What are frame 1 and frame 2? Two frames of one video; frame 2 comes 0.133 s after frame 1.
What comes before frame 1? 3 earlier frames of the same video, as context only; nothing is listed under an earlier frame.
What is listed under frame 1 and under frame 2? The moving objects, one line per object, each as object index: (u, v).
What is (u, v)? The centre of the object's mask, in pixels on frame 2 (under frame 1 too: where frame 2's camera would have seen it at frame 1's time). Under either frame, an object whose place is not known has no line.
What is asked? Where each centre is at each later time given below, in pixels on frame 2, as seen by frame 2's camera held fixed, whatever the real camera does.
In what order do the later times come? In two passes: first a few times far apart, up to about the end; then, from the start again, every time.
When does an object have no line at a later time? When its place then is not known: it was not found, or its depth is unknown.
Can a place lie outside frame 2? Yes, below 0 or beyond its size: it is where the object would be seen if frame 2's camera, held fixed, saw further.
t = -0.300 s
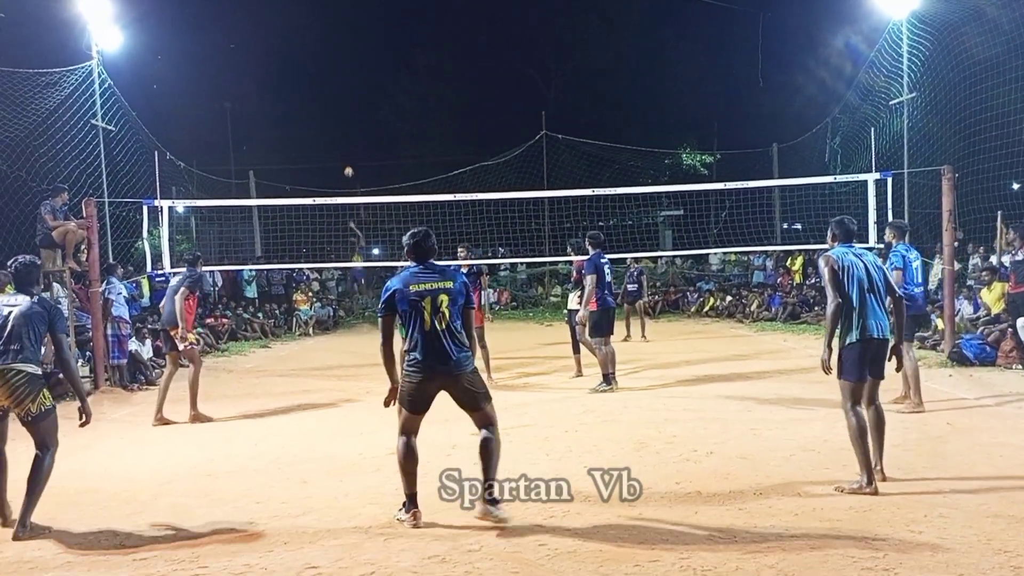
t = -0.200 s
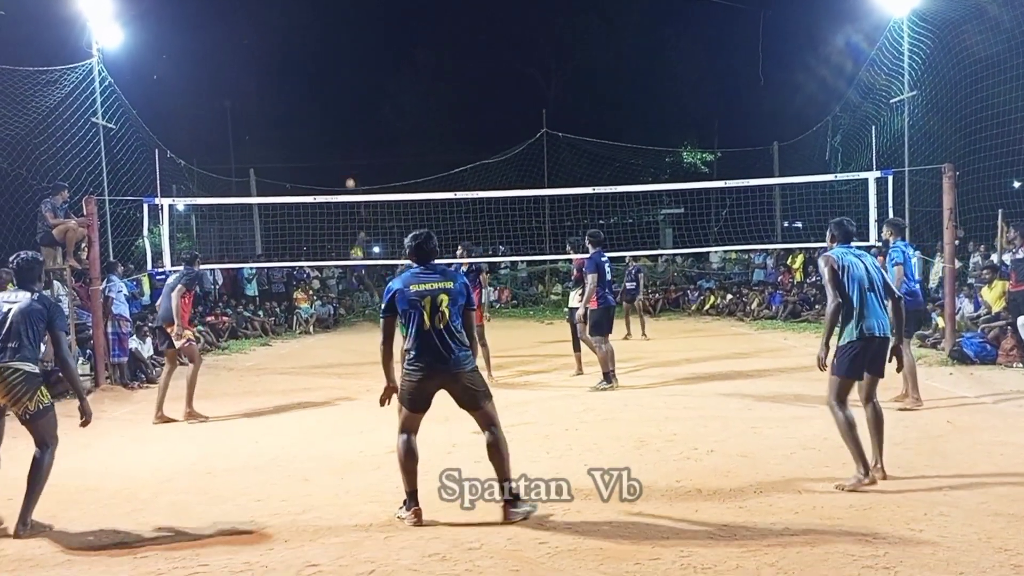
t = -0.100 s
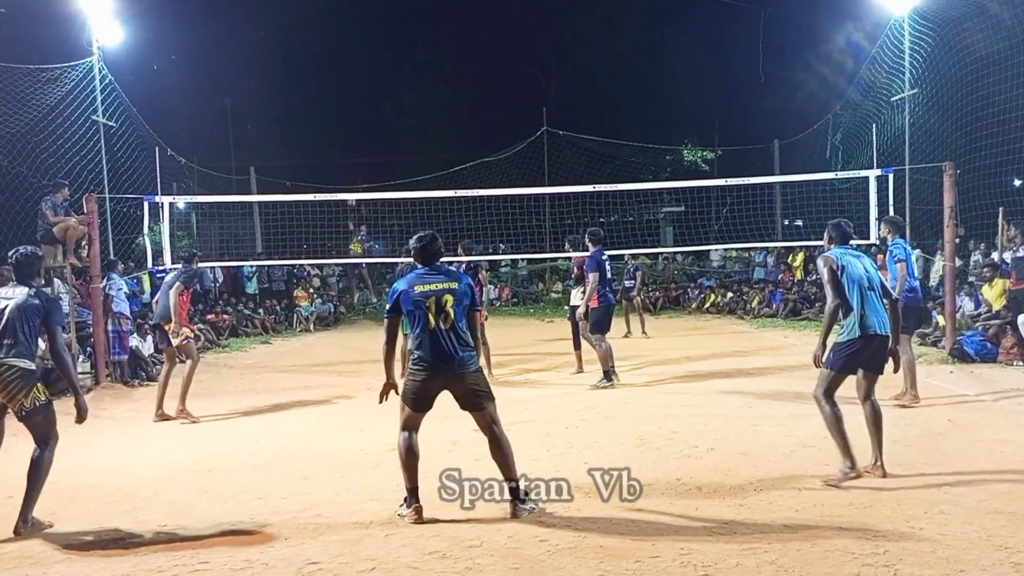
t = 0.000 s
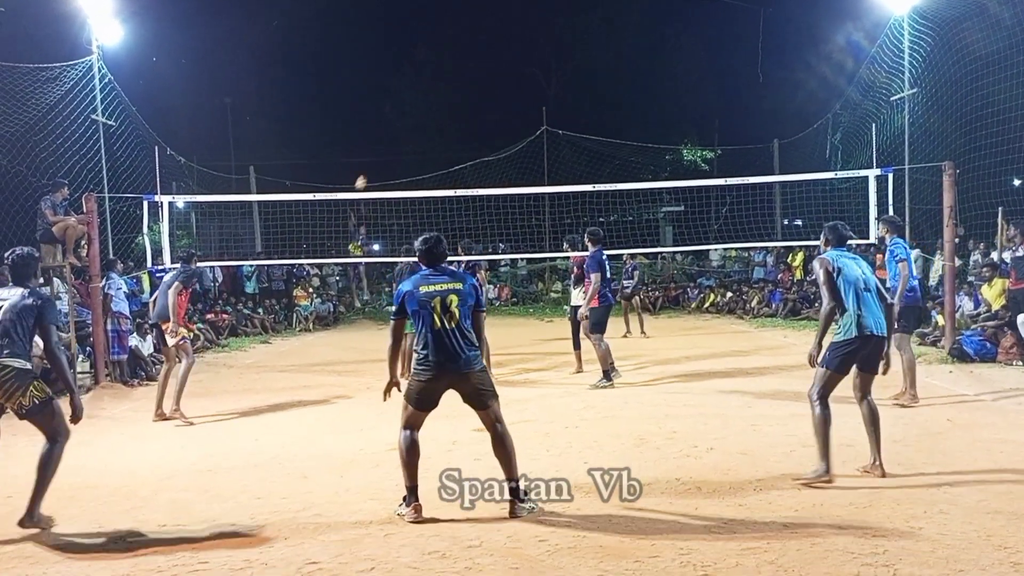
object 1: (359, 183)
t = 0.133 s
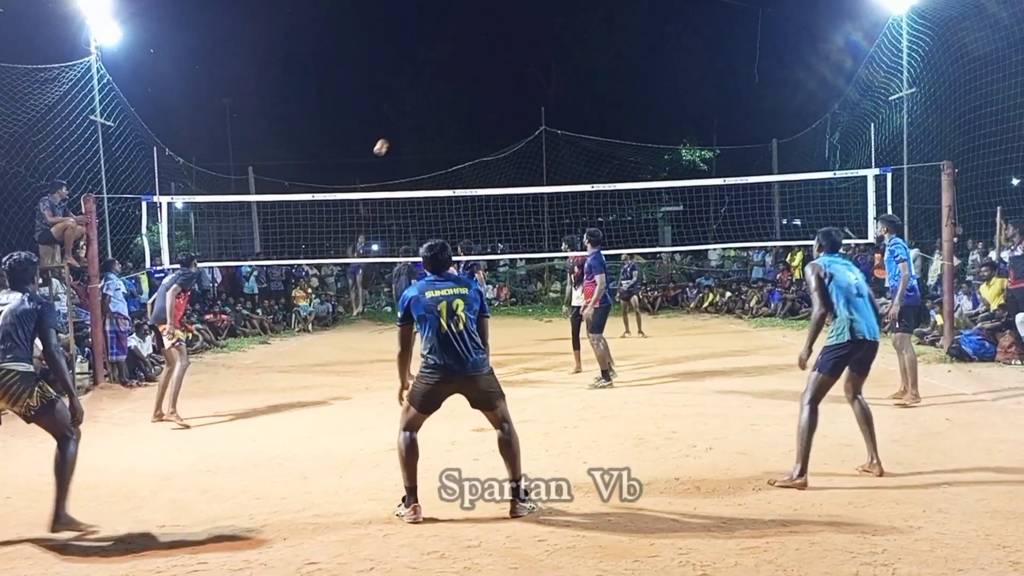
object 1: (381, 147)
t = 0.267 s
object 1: (409, 121)
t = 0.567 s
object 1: (516, 133)
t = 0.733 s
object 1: (637, 228)
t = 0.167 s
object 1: (387, 139)
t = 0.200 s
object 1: (394, 132)
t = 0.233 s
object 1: (402, 127)
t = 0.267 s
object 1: (409, 121)
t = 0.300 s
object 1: (418, 116)
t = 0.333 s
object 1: (426, 113)
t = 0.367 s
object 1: (436, 111)
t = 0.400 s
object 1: (446, 109)
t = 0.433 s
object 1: (458, 110)
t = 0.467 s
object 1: (470, 113)
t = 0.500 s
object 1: (484, 117)
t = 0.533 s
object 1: (499, 123)
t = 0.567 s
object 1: (516, 133)
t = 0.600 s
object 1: (535, 144)
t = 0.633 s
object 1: (557, 160)
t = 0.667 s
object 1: (576, 173)
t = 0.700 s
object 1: (609, 205)
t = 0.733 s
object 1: (637, 228)
